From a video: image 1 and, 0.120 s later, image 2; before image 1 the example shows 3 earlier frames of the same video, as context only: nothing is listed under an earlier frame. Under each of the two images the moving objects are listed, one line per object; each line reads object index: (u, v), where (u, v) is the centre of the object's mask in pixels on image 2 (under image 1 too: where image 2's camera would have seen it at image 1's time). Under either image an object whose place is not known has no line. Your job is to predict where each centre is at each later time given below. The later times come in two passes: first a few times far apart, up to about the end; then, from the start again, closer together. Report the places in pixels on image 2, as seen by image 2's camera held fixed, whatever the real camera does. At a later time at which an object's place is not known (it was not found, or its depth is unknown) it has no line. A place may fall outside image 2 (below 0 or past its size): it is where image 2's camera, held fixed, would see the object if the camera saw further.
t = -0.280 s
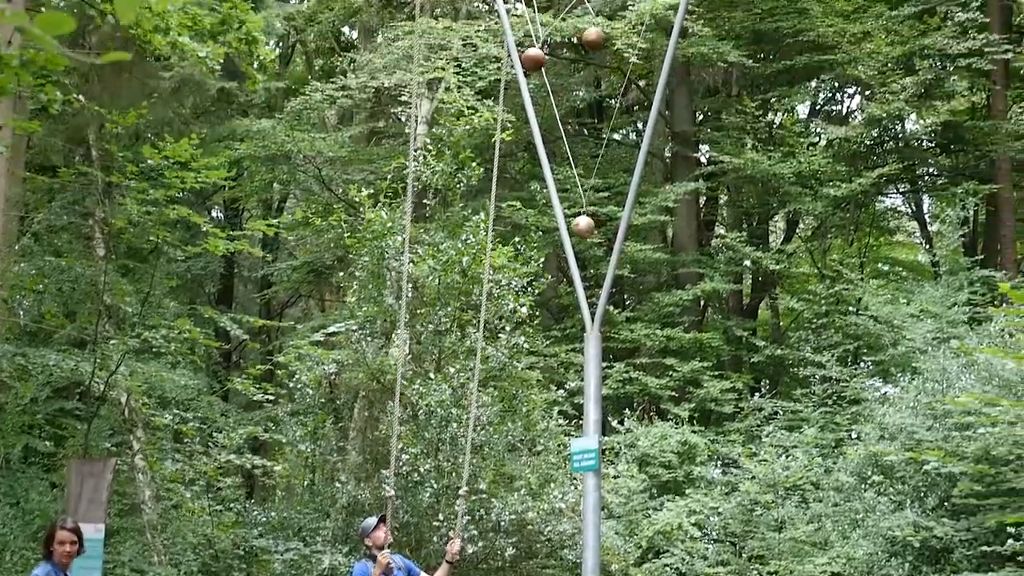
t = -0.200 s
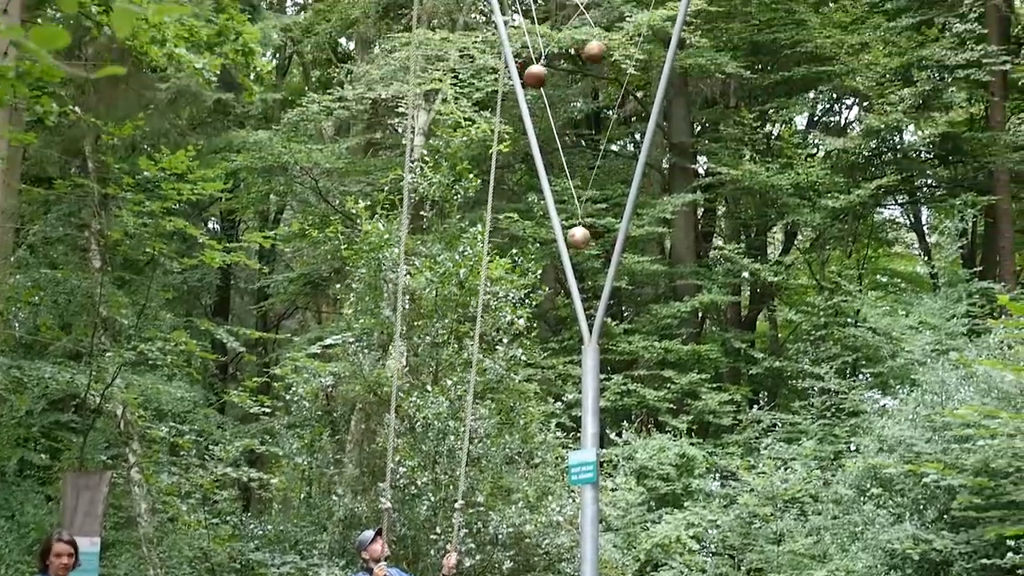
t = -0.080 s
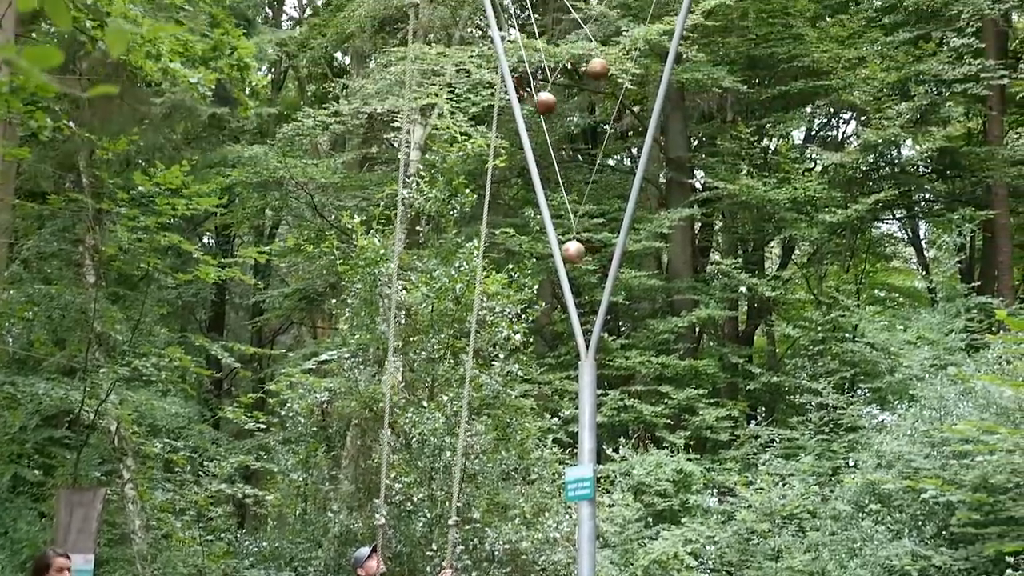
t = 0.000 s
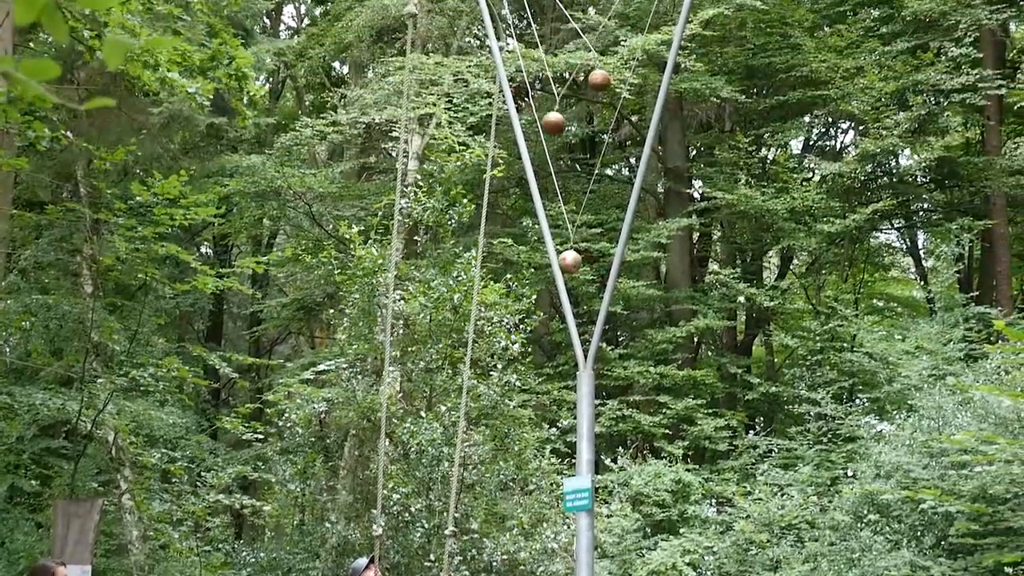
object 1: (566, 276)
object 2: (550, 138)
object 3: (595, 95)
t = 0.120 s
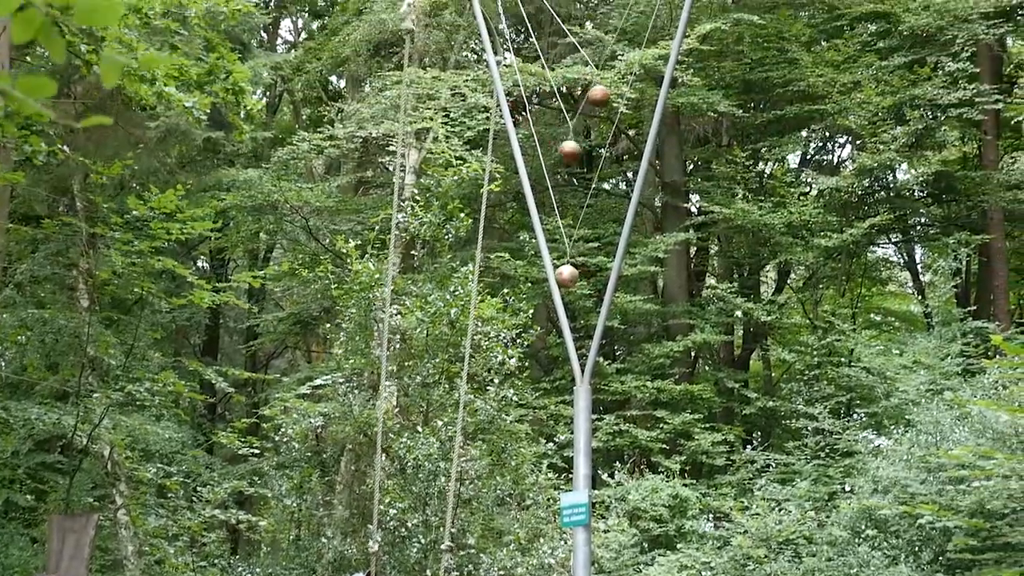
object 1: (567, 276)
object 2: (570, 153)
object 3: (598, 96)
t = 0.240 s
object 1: (568, 277)
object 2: (589, 162)
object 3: (600, 96)
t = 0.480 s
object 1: (572, 280)
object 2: (625, 167)
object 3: (597, 97)
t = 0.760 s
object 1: (581, 283)
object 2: (641, 165)
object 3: (584, 94)
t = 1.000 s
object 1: (589, 286)
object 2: (634, 166)
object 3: (574, 88)
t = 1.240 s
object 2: (608, 168)
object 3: (567, 85)
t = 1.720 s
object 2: (535, 131)
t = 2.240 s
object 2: (525, 120)
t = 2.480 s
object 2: (553, 144)
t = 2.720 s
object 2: (593, 162)
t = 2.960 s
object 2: (627, 166)
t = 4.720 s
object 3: (577, 93)
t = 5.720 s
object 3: (585, 96)
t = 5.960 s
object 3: (594, 99)
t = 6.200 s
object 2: (589, 159)
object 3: (598, 100)
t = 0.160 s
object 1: (567, 276)
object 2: (576, 157)
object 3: (600, 96)
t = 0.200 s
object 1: (567, 277)
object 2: (583, 160)
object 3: (600, 96)
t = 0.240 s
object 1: (568, 277)
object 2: (589, 162)
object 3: (600, 96)
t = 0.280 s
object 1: (568, 277)
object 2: (596, 163)
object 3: (600, 96)
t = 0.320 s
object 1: (569, 278)
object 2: (603, 167)
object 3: (600, 97)
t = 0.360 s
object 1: (569, 278)
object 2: (608, 168)
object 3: (600, 97)
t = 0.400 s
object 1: (570, 279)
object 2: (614, 168)
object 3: (599, 97)
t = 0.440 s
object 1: (571, 279)
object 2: (619, 167)
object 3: (598, 97)
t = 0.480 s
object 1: (572, 280)
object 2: (625, 167)
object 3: (597, 97)
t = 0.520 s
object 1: (573, 280)
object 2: (629, 167)
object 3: (596, 97)
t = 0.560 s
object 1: (575, 281)
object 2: (631, 167)
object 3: (595, 96)
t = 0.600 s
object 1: (576, 281)
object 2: (633, 166)
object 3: (593, 96)
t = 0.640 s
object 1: (578, 282)
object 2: (635, 165)
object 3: (591, 95)
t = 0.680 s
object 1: (578, 282)
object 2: (636, 164)
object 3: (589, 95)
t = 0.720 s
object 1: (580, 283)
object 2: (641, 165)
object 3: (586, 94)
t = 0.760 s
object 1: (581, 283)
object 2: (641, 165)
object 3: (584, 94)
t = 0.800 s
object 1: (582, 284)
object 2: (641, 165)
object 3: (582, 92)
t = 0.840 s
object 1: (584, 284)
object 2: (641, 165)
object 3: (580, 91)
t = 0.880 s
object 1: (585, 285)
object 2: (642, 165)
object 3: (578, 90)
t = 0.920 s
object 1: (586, 286)
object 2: (640, 166)
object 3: (577, 90)
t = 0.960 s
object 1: (588, 286)
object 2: (635, 165)
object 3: (575, 88)
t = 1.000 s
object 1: (589, 286)
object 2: (634, 166)
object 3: (574, 88)
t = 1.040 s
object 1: (590, 287)
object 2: (632, 167)
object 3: (572, 87)
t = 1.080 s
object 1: (591, 286)
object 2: (628, 168)
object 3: (571, 87)
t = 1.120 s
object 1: (592, 286)
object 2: (625, 169)
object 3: (569, 86)
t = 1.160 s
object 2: (620, 168)
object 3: (568, 85)
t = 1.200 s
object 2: (614, 169)
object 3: (568, 85)
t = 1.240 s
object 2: (608, 168)
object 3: (567, 85)
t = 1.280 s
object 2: (603, 167)
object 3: (567, 85)
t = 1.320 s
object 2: (597, 167)
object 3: (567, 86)
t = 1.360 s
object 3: (567, 86)
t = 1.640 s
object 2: (544, 139)
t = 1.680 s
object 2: (539, 136)
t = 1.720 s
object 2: (535, 131)
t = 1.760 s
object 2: (530, 127)
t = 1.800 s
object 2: (527, 123)
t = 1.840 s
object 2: (525, 120)
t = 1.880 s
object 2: (521, 118)
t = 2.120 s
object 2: (519, 114)
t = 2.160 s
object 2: (520, 115)
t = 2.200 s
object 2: (521, 117)
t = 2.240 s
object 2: (525, 120)
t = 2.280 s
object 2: (528, 123)
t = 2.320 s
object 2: (532, 127)
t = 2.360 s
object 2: (537, 130)
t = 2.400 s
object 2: (541, 134)
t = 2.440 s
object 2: (548, 139)
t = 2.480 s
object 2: (553, 144)
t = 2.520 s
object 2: (559, 148)
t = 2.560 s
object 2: (567, 151)
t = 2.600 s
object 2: (574, 154)
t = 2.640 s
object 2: (580, 157)
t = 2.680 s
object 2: (587, 160)
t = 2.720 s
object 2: (593, 162)
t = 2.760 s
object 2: (601, 164)
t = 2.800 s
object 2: (607, 165)
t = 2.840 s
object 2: (612, 166)
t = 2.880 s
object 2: (618, 166)
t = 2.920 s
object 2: (623, 166)
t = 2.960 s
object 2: (627, 166)
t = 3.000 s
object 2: (631, 165)
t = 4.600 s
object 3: (586, 96)
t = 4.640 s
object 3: (583, 95)
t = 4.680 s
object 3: (580, 93)
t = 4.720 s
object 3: (577, 93)
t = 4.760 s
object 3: (574, 91)
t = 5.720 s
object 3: (585, 96)
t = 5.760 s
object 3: (587, 96)
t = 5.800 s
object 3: (588, 97)
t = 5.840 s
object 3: (589, 98)
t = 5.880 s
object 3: (591, 98)
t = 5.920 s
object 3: (592, 98)
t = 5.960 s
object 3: (594, 99)
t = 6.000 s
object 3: (595, 99)
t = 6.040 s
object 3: (596, 99)
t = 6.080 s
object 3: (596, 99)
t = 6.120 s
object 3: (597, 100)
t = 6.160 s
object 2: (592, 160)
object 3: (597, 100)
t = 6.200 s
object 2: (589, 159)
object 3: (598, 100)
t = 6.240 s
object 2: (584, 158)
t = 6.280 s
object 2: (581, 158)
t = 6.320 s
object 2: (577, 155)
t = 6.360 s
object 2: (574, 152)
